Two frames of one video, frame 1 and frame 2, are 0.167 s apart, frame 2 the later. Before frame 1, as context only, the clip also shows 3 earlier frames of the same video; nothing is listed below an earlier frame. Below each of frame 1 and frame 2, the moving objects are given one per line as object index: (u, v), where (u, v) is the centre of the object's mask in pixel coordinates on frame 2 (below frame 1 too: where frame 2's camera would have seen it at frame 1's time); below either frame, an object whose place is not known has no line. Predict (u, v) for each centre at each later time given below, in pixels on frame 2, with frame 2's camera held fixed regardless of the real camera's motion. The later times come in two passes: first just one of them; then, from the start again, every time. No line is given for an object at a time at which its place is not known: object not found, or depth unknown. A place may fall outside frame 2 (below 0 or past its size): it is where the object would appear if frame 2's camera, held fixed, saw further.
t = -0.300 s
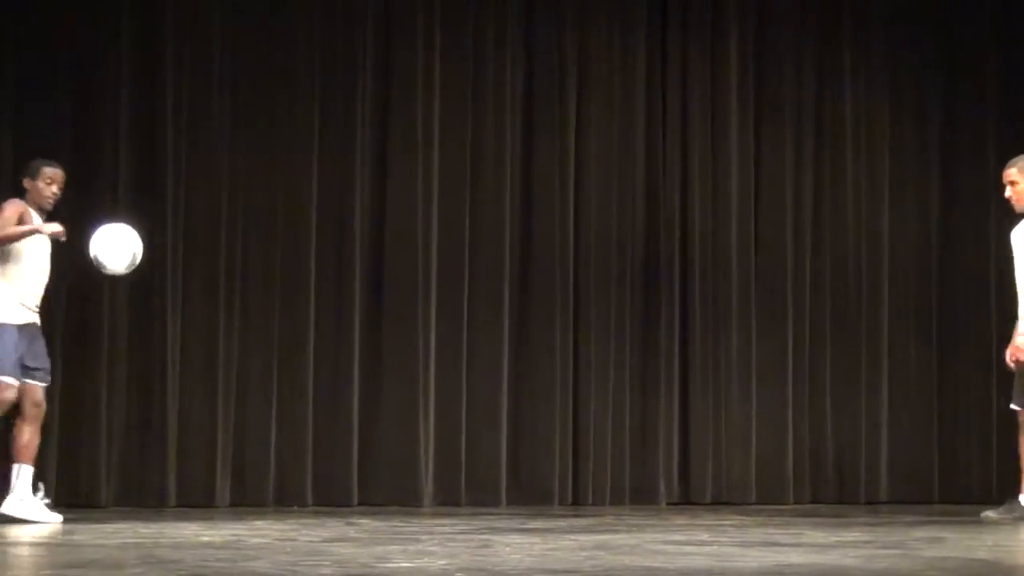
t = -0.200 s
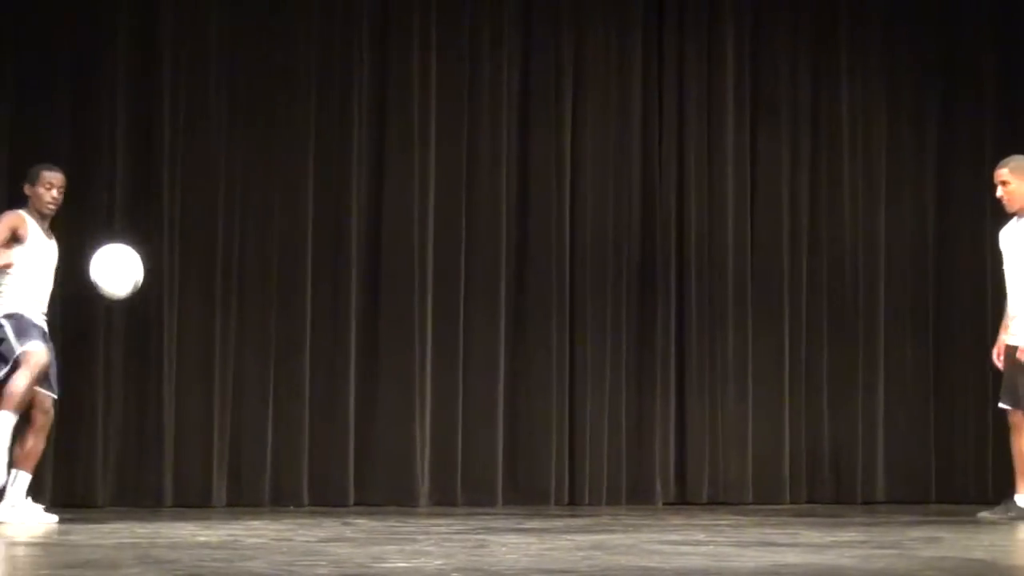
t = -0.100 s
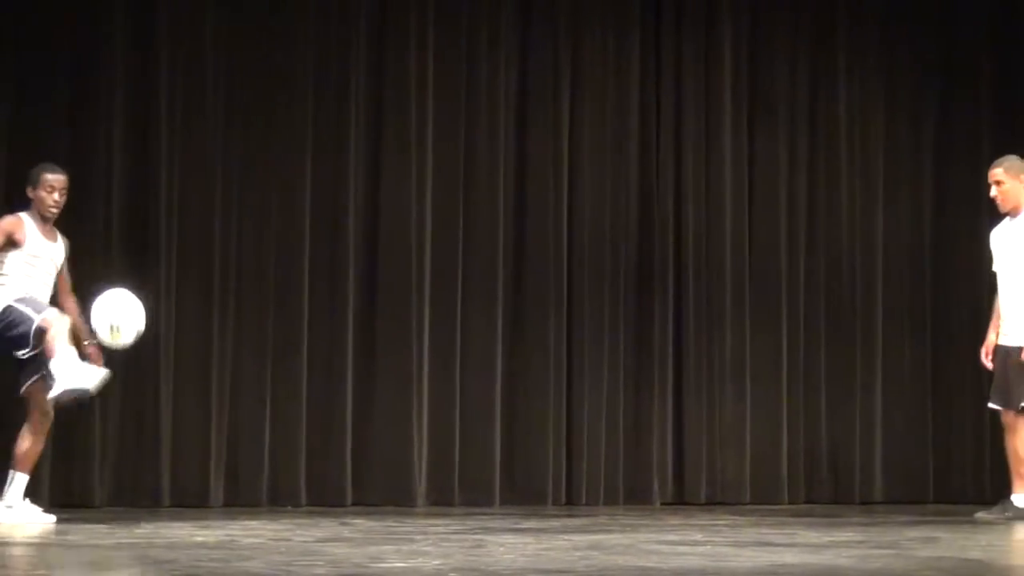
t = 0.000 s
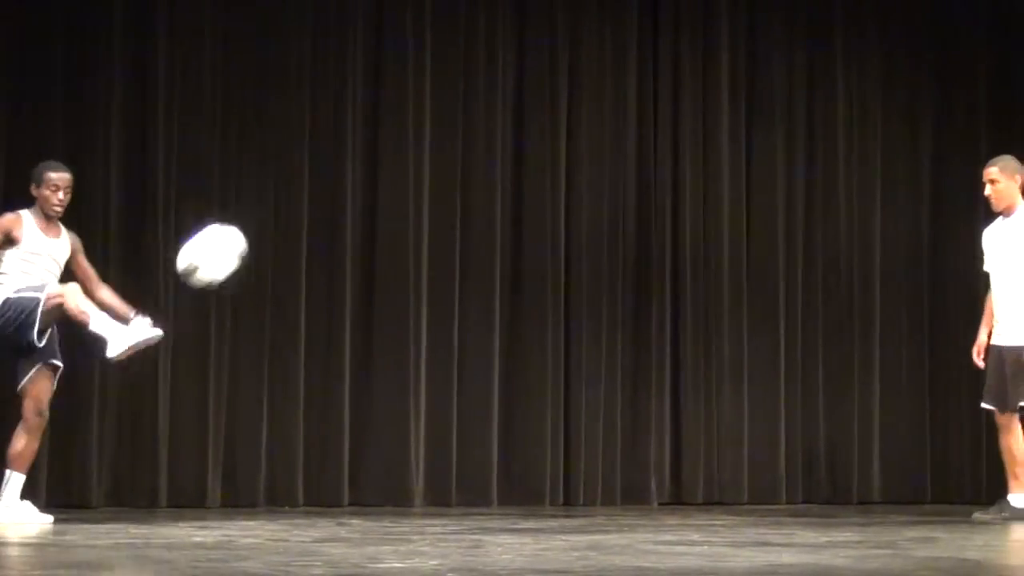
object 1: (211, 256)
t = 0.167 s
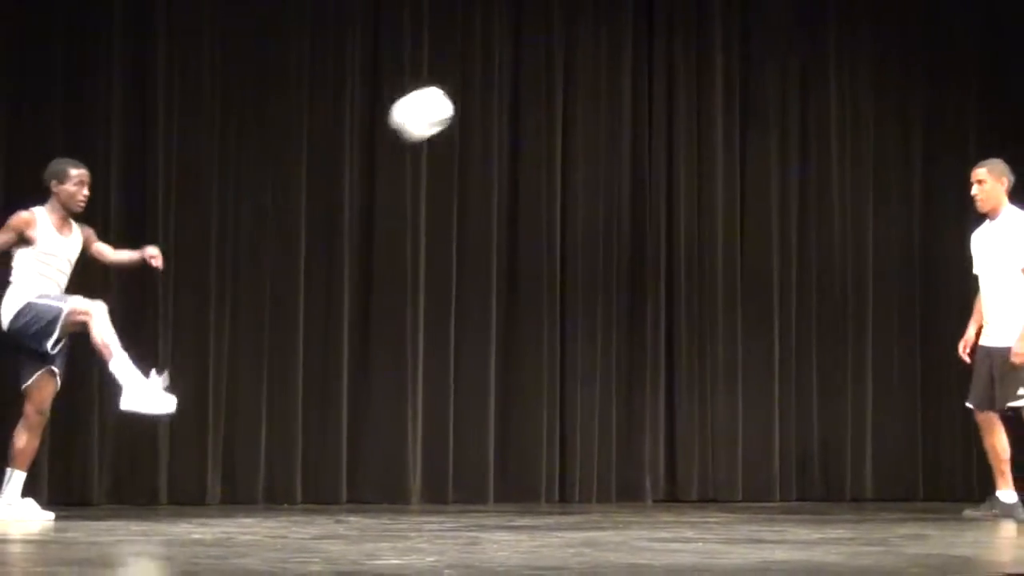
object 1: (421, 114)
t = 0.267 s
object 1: (536, 62)
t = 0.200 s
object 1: (460, 94)
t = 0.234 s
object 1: (499, 77)
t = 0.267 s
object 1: (536, 62)
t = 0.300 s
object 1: (574, 50)
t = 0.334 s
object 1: (609, 41)
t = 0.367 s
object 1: (645, 34)
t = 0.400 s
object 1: (680, 30)
